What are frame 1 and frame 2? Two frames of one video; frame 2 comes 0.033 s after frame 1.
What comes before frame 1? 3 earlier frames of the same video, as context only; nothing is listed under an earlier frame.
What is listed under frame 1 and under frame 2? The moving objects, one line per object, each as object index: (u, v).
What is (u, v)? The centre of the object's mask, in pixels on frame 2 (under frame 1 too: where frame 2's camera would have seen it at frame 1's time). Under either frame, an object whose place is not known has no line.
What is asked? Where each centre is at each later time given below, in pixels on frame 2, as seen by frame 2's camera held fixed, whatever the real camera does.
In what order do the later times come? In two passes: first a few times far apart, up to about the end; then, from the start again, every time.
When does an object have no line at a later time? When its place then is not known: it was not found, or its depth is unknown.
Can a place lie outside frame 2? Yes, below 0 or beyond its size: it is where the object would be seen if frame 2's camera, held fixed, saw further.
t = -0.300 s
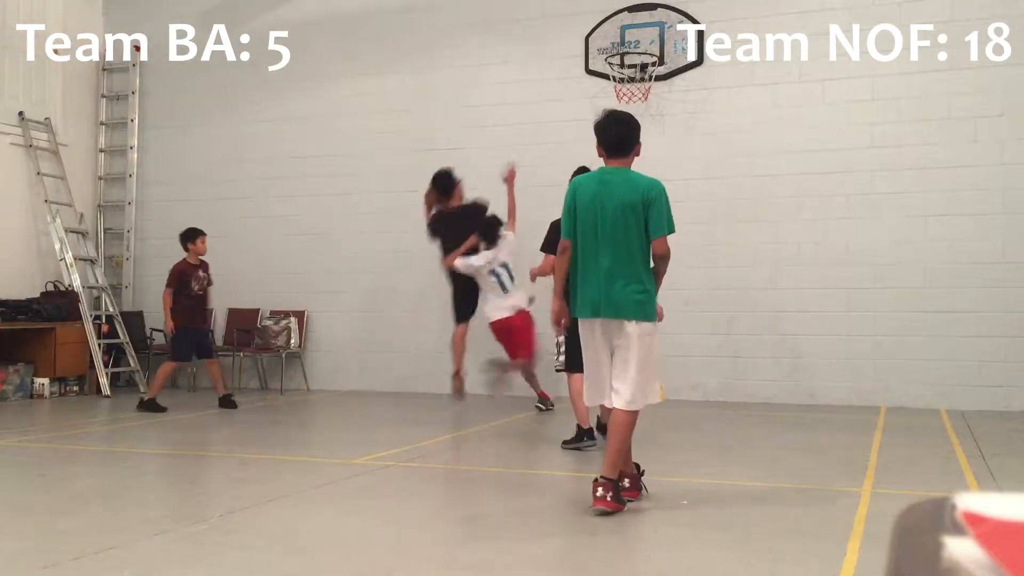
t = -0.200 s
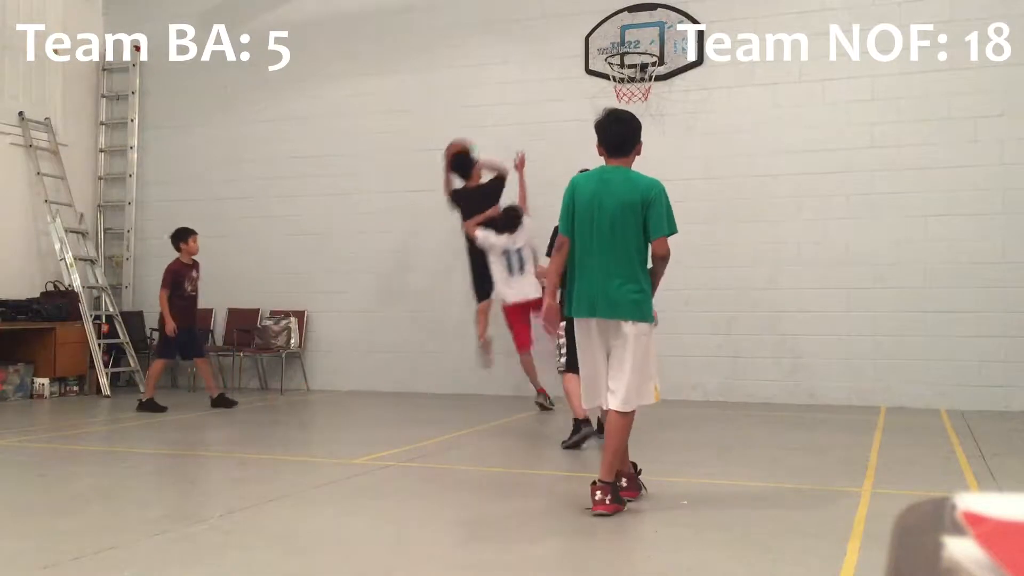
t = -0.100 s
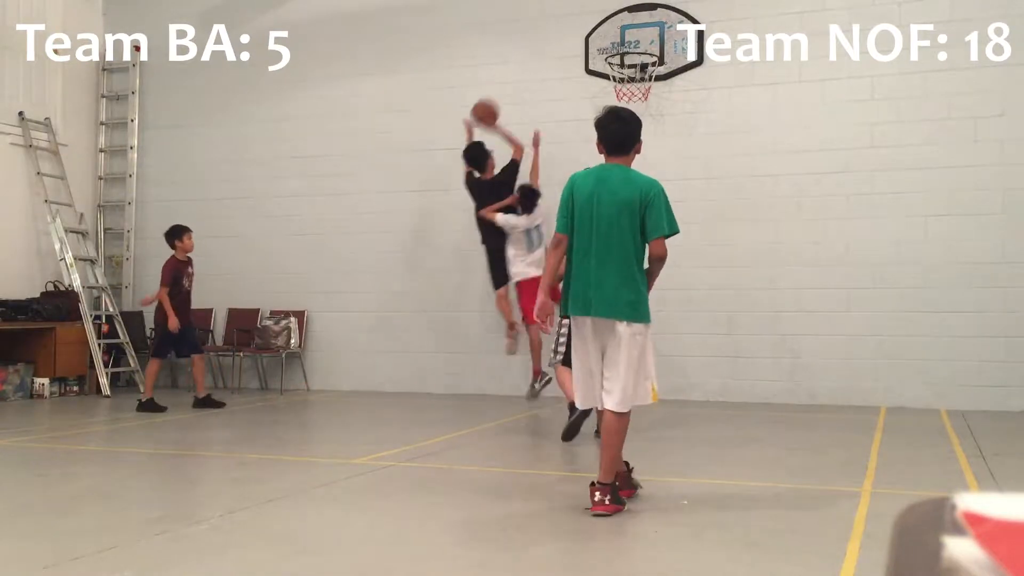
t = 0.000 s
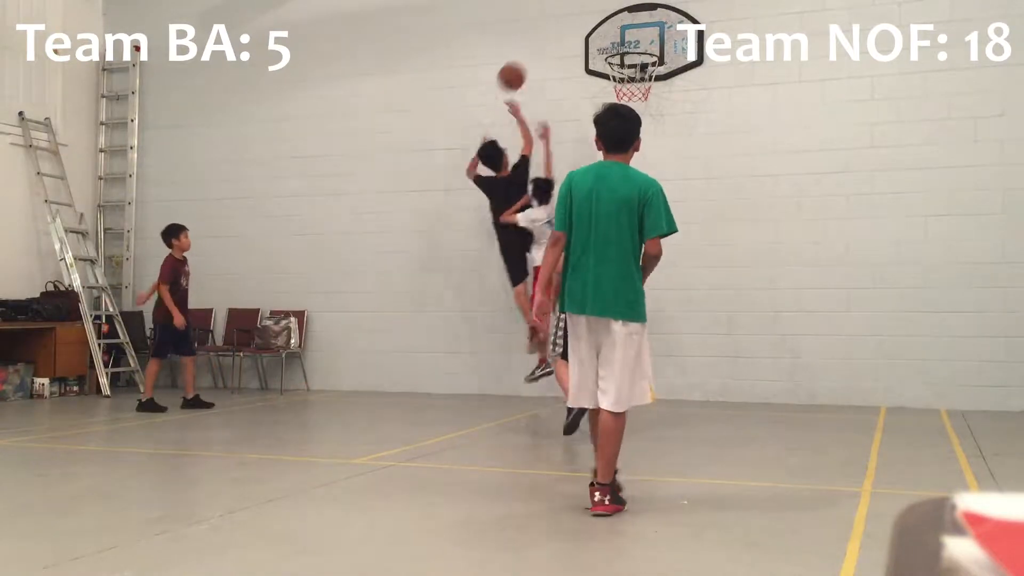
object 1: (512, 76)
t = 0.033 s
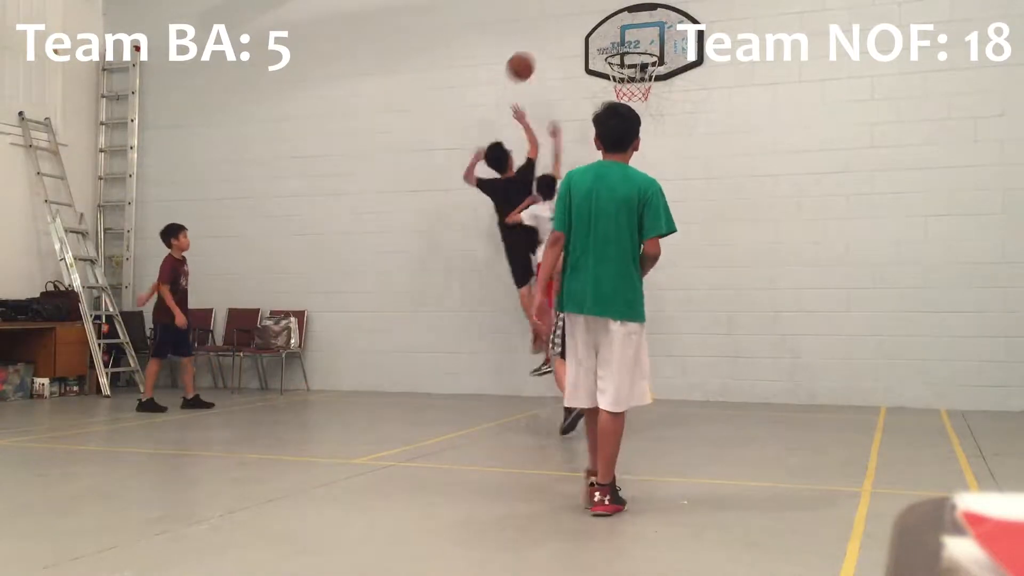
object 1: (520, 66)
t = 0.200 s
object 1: (563, 36)
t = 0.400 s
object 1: (608, 37)
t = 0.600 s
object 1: (624, 61)
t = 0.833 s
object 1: (644, 101)
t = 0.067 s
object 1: (529, 58)
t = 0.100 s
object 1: (538, 50)
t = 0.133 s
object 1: (547, 44)
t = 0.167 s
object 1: (555, 39)
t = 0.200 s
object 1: (563, 36)
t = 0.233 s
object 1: (572, 33)
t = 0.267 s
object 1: (580, 32)
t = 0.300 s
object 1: (588, 32)
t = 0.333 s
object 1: (596, 33)
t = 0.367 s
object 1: (605, 36)
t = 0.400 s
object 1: (608, 37)
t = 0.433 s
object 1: (610, 39)
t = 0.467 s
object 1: (611, 42)
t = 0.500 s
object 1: (613, 45)
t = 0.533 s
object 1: (616, 51)
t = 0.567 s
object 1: (620, 56)
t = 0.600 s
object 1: (624, 61)
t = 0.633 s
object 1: (627, 67)
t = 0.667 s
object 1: (630, 73)
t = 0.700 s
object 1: (635, 80)
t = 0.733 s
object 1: (637, 83)
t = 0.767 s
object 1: (639, 87)
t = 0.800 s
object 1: (642, 94)
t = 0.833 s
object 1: (644, 101)
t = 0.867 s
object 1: (646, 109)
